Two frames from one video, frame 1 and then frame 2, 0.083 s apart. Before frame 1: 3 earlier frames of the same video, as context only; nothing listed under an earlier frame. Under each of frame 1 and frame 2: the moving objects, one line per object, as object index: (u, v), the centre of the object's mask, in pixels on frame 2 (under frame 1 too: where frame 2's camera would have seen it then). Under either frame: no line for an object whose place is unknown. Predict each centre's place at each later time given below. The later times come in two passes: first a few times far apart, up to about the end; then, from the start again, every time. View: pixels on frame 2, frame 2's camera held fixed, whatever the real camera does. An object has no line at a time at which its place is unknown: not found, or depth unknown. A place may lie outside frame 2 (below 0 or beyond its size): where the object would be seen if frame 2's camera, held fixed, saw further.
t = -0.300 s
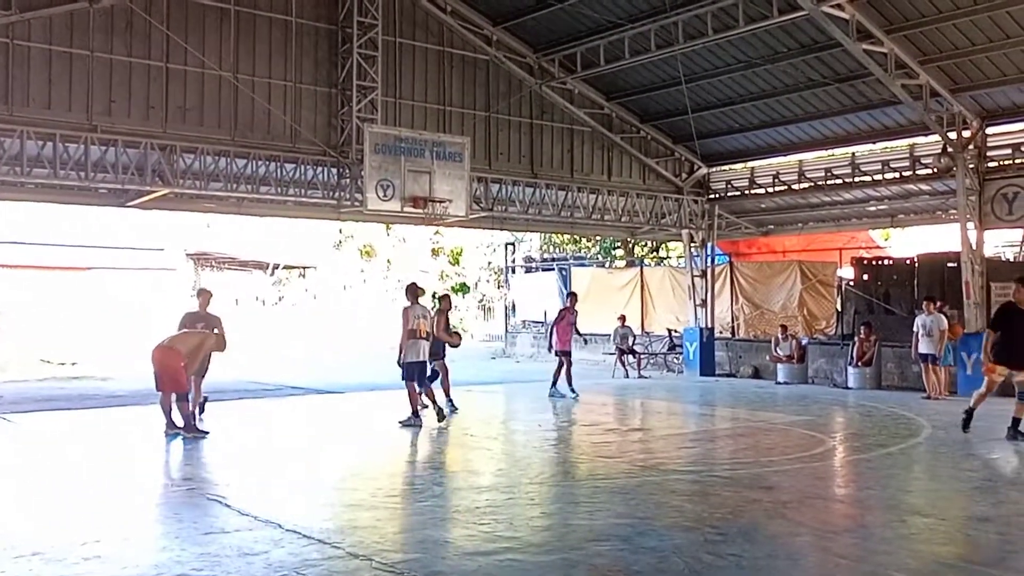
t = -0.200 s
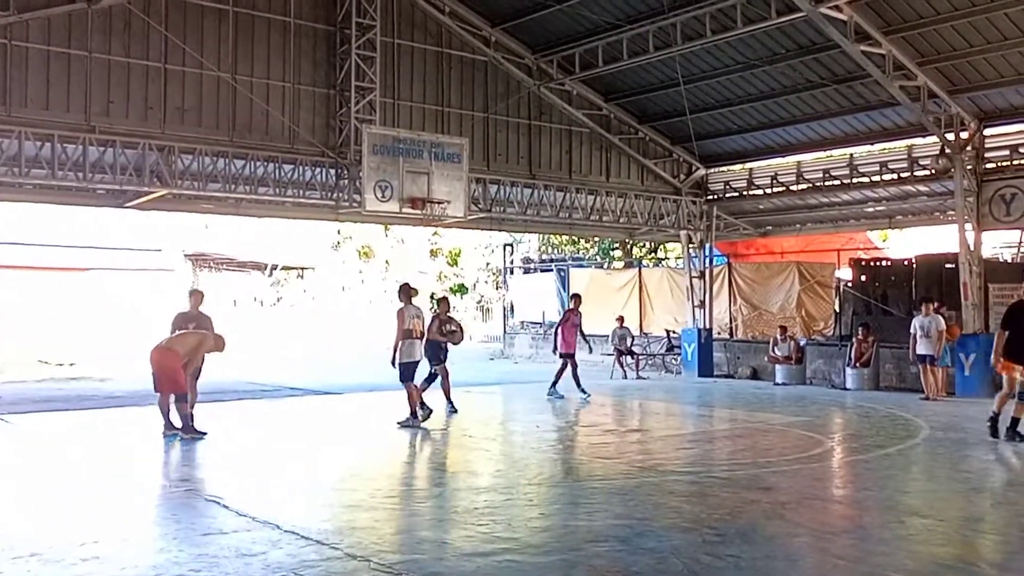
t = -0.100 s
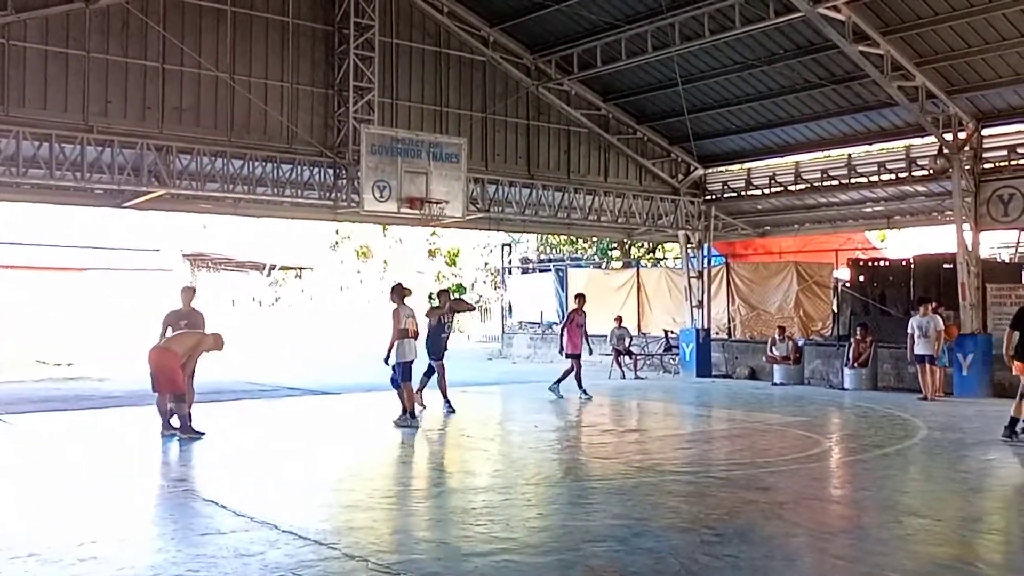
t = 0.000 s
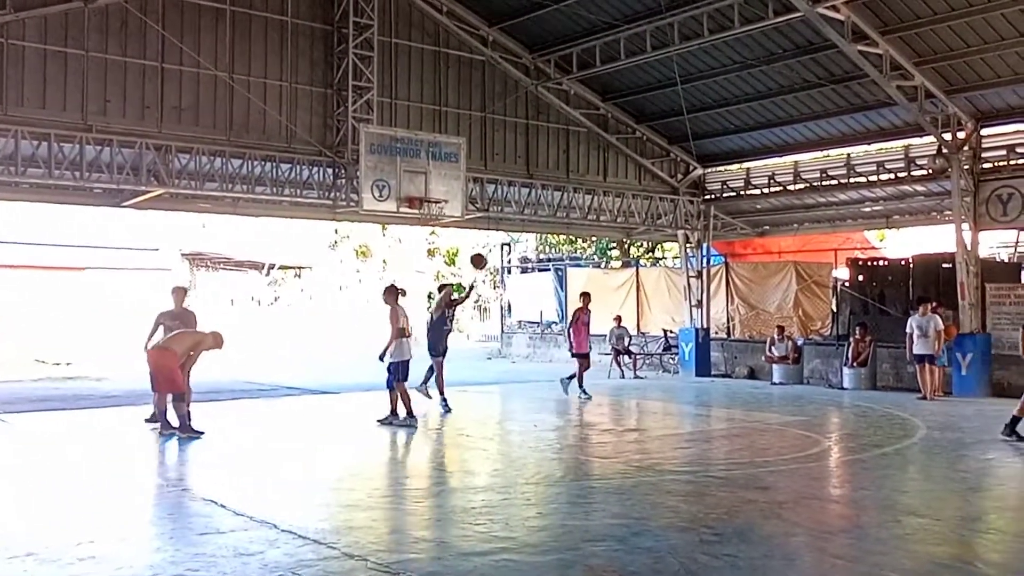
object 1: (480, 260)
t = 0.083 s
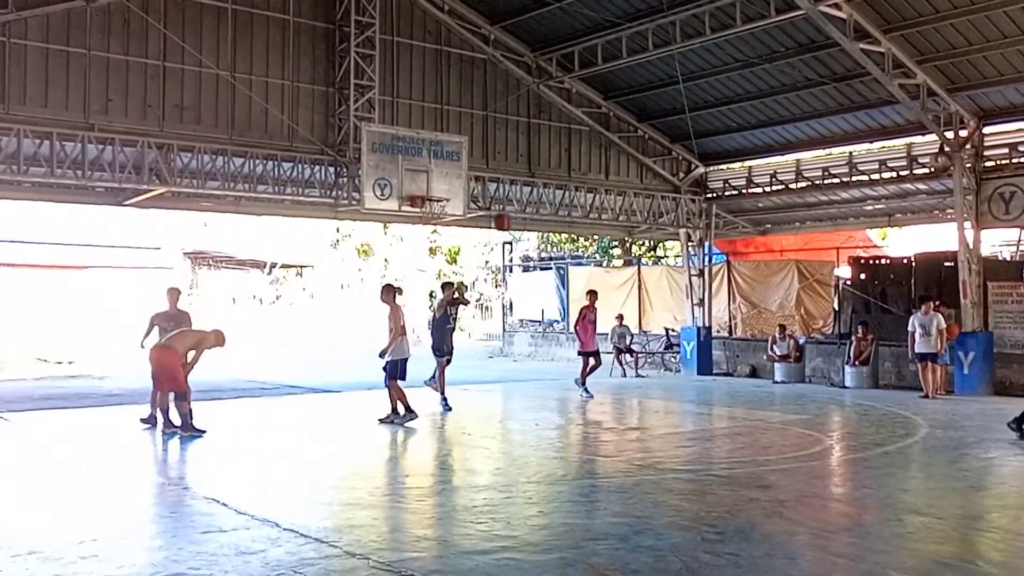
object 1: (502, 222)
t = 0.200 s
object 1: (538, 174)
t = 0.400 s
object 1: (615, 99)
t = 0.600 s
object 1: (724, 45)
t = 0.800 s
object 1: (882, 28)
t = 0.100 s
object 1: (507, 214)
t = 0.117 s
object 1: (512, 208)
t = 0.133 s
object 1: (516, 201)
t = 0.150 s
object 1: (521, 195)
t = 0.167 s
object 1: (527, 186)
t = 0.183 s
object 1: (533, 180)
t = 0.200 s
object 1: (538, 174)
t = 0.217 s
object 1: (542, 167)
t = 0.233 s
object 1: (548, 161)
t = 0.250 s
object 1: (555, 155)
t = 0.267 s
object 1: (561, 147)
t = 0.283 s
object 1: (567, 140)
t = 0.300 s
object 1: (574, 134)
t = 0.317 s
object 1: (581, 128)
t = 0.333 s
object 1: (587, 122)
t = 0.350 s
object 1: (593, 116)
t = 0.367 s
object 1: (602, 110)
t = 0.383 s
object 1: (608, 105)
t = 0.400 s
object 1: (615, 99)
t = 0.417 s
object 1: (623, 96)
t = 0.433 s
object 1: (631, 90)
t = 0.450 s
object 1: (639, 83)
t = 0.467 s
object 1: (647, 79)
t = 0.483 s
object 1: (656, 74)
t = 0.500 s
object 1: (665, 69)
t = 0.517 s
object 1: (674, 64)
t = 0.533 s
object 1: (683, 60)
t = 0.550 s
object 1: (693, 56)
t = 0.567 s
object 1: (703, 52)
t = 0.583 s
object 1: (713, 49)
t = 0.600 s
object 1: (724, 45)
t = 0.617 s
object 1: (735, 42)
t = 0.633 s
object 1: (746, 39)
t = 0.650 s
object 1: (757, 36)
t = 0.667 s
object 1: (769, 34)
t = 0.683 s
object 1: (781, 32)
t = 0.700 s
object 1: (794, 30)
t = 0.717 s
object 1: (807, 29)
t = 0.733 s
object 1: (821, 28)
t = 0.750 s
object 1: (835, 26)
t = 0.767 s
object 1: (849, 28)
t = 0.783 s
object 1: (867, 26)
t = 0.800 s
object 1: (882, 28)
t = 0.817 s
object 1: (899, 29)
